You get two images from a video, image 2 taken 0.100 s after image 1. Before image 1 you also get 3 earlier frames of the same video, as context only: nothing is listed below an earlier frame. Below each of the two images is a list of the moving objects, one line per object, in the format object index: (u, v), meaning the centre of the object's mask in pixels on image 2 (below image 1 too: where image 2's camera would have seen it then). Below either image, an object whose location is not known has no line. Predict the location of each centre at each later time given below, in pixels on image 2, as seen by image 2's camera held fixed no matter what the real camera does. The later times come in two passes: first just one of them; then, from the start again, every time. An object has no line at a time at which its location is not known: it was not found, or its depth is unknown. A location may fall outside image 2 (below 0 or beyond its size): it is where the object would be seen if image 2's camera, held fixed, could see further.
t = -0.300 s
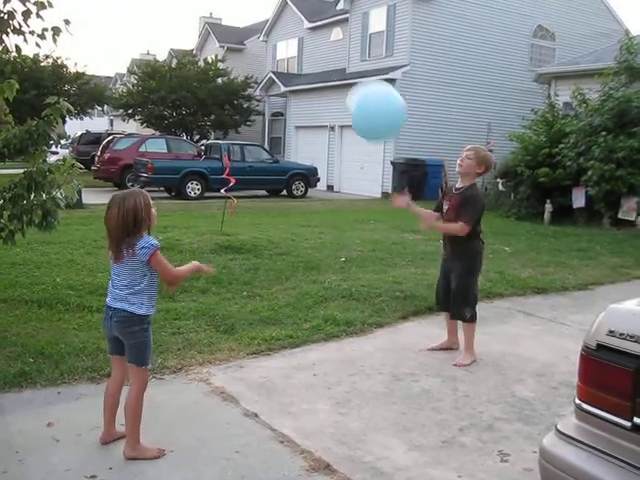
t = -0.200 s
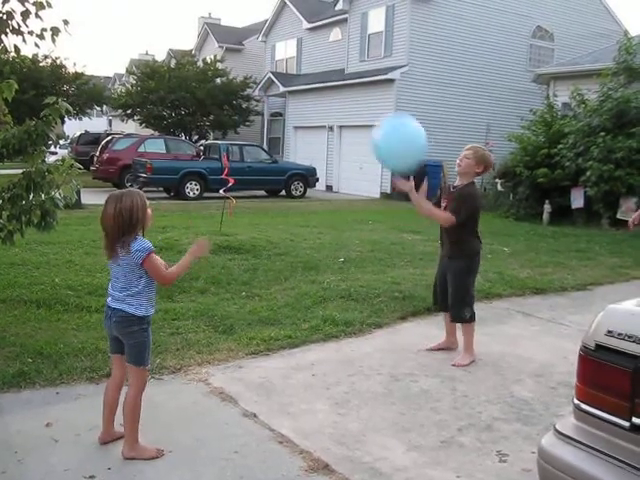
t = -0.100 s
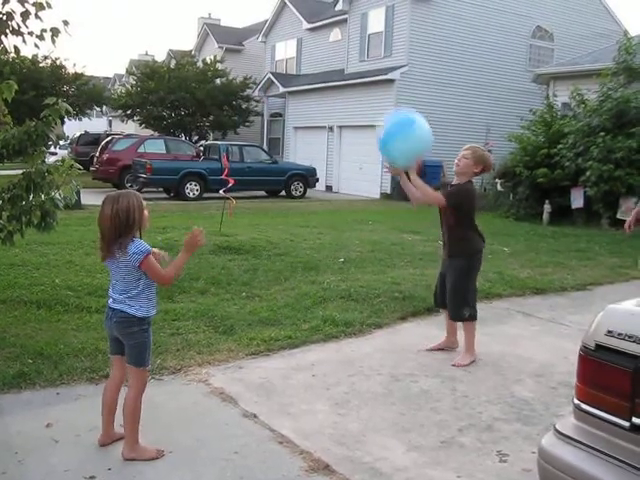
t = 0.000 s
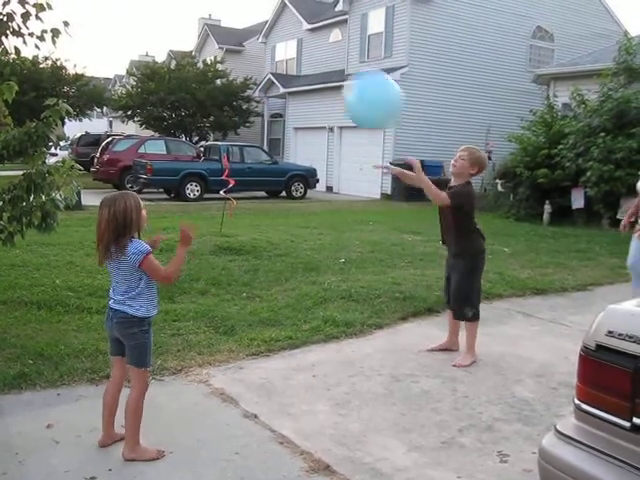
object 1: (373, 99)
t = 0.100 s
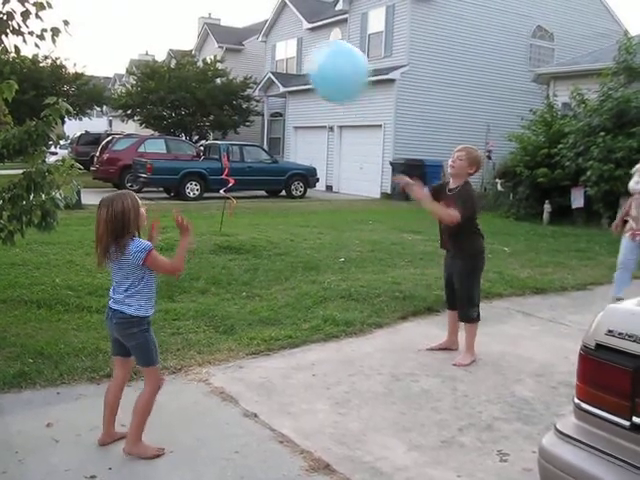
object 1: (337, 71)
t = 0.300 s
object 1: (258, 54)
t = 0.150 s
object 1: (320, 62)
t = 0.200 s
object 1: (299, 55)
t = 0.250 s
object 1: (280, 51)
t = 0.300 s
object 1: (258, 54)
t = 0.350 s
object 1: (236, 59)
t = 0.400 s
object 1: (215, 68)
